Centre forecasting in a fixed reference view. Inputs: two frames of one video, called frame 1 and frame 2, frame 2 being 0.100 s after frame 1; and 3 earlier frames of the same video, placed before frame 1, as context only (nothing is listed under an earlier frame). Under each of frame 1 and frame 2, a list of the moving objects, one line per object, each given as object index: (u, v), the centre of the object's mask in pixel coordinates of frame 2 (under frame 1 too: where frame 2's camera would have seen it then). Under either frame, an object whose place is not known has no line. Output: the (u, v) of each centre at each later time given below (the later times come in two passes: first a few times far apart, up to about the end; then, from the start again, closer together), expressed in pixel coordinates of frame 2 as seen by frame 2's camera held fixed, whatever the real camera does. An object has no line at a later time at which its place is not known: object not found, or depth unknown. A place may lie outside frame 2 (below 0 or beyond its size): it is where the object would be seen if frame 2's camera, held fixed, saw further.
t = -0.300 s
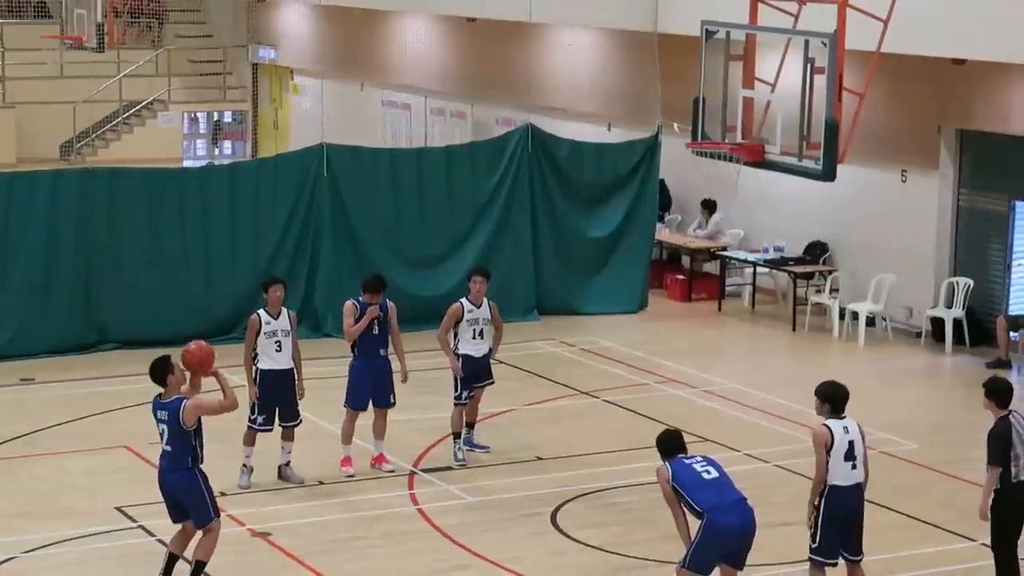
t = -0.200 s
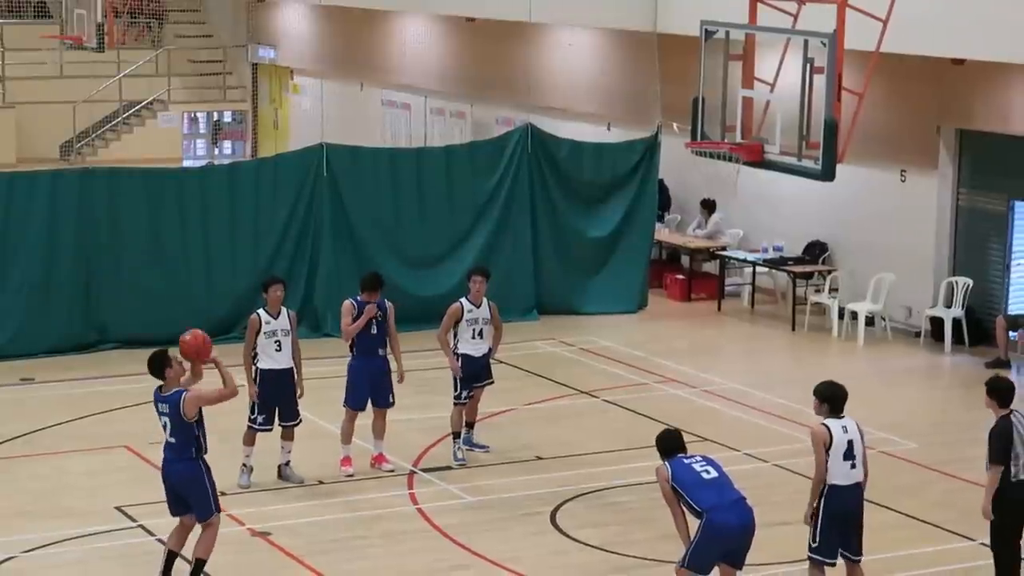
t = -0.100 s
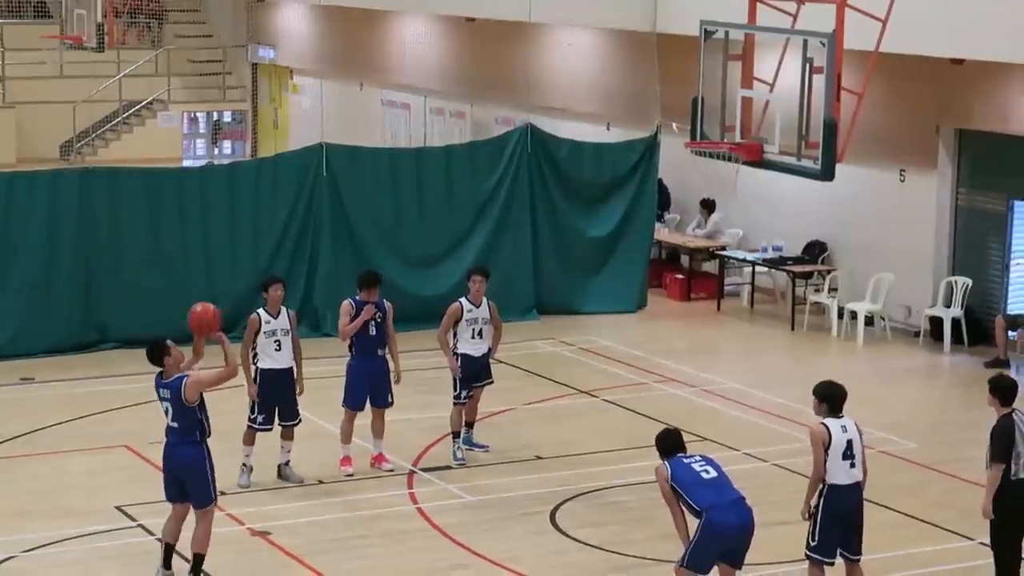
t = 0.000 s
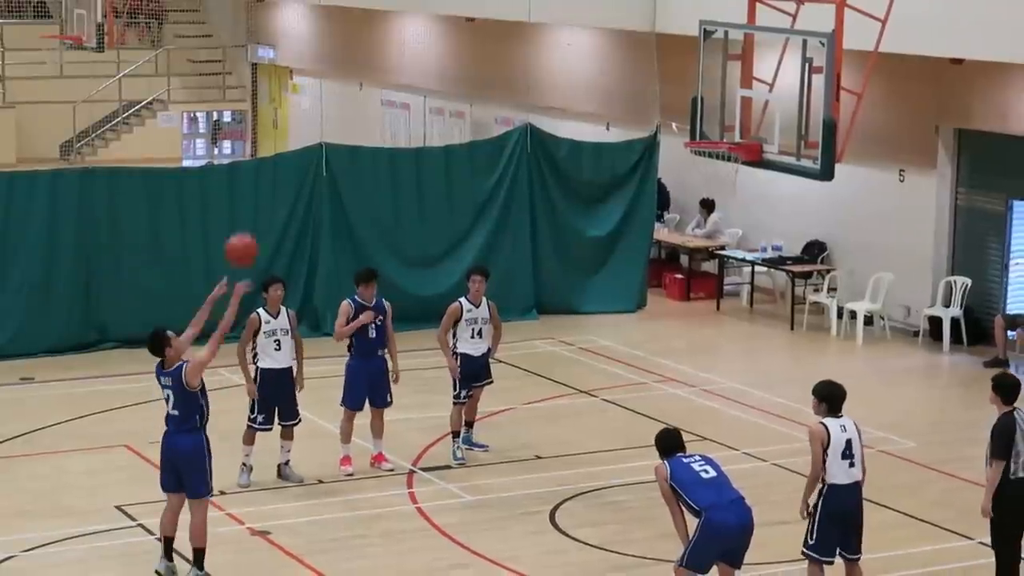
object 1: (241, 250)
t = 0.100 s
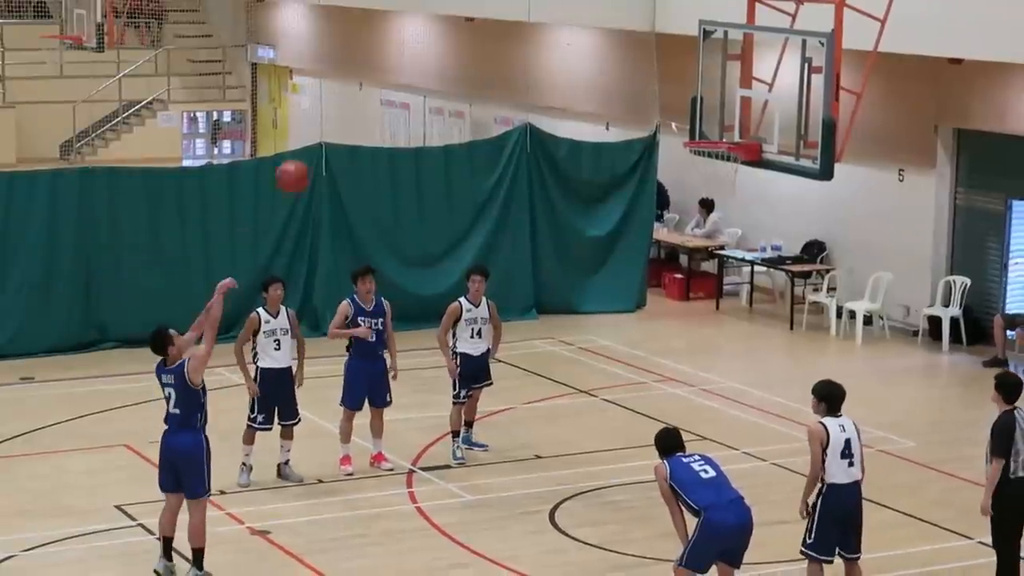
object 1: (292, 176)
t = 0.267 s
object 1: (377, 87)
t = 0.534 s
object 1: (504, 23)
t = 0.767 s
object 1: (605, 45)
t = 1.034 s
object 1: (707, 122)
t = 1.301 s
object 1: (734, 94)
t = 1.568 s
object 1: (704, 145)
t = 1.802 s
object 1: (674, 269)
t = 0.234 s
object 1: (360, 101)
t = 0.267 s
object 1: (377, 87)
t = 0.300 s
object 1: (393, 74)
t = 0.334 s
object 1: (409, 61)
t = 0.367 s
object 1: (426, 51)
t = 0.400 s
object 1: (442, 42)
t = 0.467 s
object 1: (472, 29)
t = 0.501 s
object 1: (489, 25)
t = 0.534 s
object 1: (504, 23)
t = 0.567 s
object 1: (519, 21)
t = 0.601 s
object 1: (534, 22)
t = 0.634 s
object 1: (548, 24)
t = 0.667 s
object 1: (563, 27)
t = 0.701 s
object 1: (577, 31)
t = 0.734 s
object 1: (592, 37)
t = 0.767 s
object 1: (605, 45)
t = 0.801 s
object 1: (619, 53)
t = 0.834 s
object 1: (633, 64)
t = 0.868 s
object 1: (646, 75)
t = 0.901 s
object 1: (659, 87)
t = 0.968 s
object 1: (685, 115)
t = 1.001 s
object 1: (697, 128)
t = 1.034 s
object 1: (707, 122)
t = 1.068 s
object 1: (718, 116)
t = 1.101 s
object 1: (730, 110)
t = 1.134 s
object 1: (740, 105)
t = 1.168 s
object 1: (745, 102)
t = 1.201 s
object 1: (743, 98)
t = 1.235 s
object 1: (740, 95)
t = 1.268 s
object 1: (737, 94)
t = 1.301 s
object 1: (734, 94)
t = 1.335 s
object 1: (731, 96)
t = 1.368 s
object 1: (727, 98)
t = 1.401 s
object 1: (723, 103)
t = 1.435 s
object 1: (719, 108)
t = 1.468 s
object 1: (717, 116)
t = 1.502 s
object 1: (711, 124)
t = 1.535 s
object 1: (709, 132)
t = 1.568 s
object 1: (704, 145)
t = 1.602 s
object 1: (699, 158)
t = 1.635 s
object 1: (696, 173)
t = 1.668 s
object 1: (692, 189)
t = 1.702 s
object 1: (688, 206)
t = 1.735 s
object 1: (683, 225)
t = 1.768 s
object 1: (679, 246)
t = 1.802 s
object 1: (674, 269)
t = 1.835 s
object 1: (671, 290)
